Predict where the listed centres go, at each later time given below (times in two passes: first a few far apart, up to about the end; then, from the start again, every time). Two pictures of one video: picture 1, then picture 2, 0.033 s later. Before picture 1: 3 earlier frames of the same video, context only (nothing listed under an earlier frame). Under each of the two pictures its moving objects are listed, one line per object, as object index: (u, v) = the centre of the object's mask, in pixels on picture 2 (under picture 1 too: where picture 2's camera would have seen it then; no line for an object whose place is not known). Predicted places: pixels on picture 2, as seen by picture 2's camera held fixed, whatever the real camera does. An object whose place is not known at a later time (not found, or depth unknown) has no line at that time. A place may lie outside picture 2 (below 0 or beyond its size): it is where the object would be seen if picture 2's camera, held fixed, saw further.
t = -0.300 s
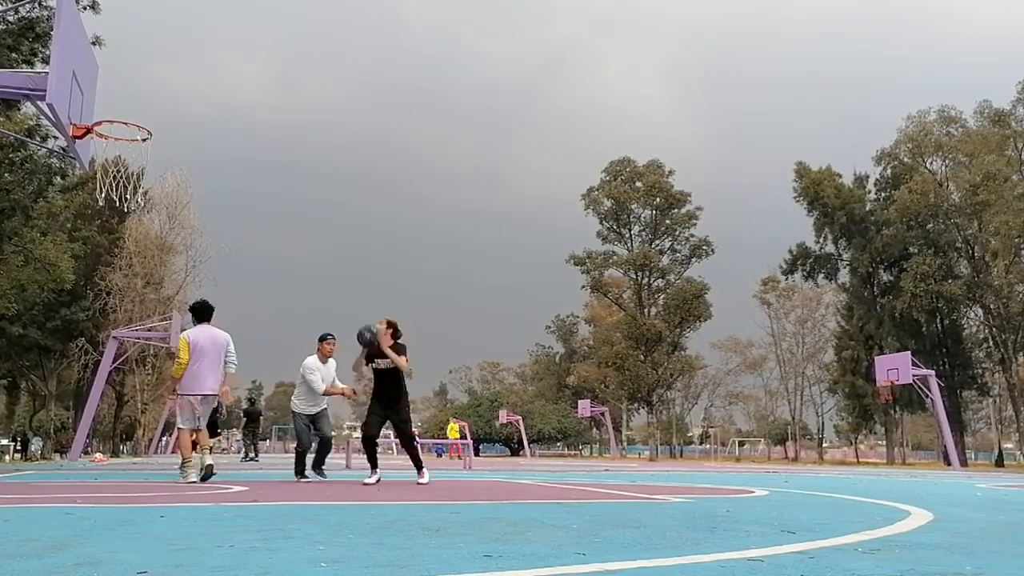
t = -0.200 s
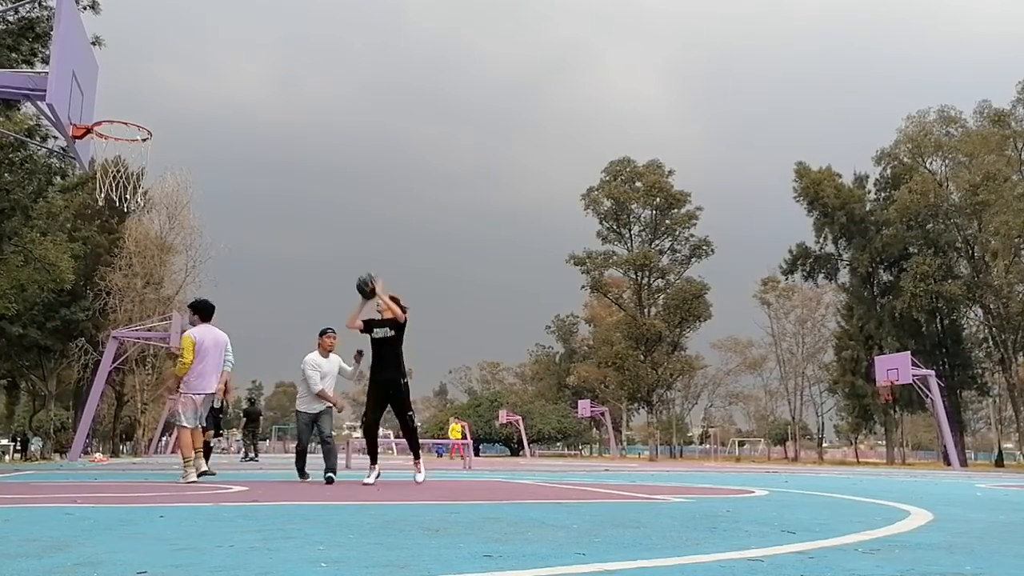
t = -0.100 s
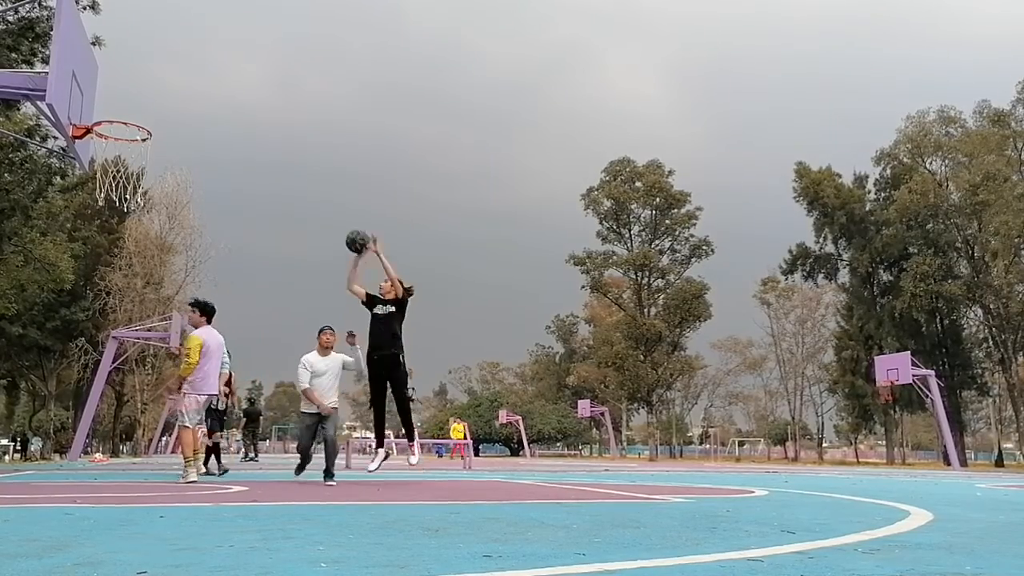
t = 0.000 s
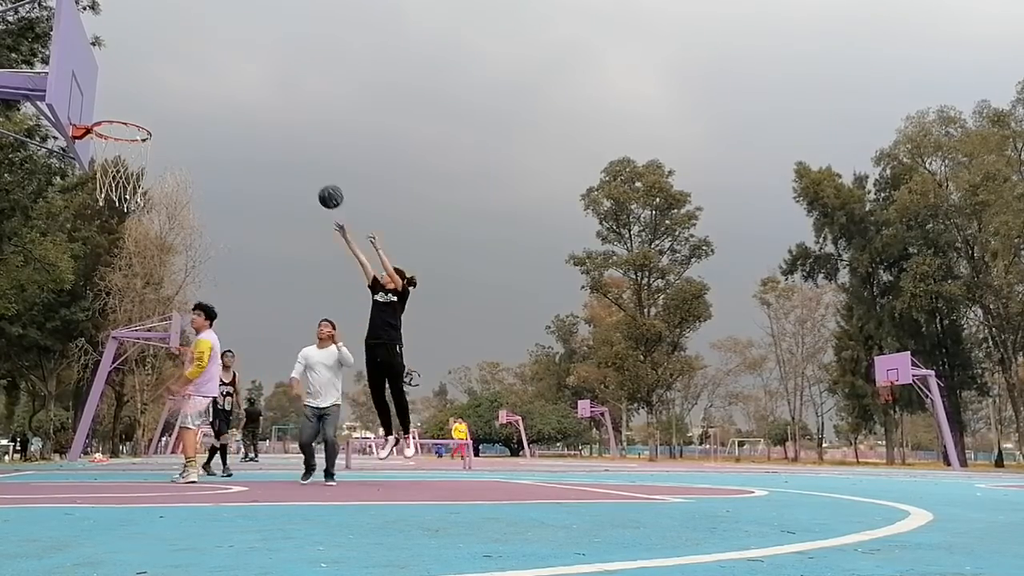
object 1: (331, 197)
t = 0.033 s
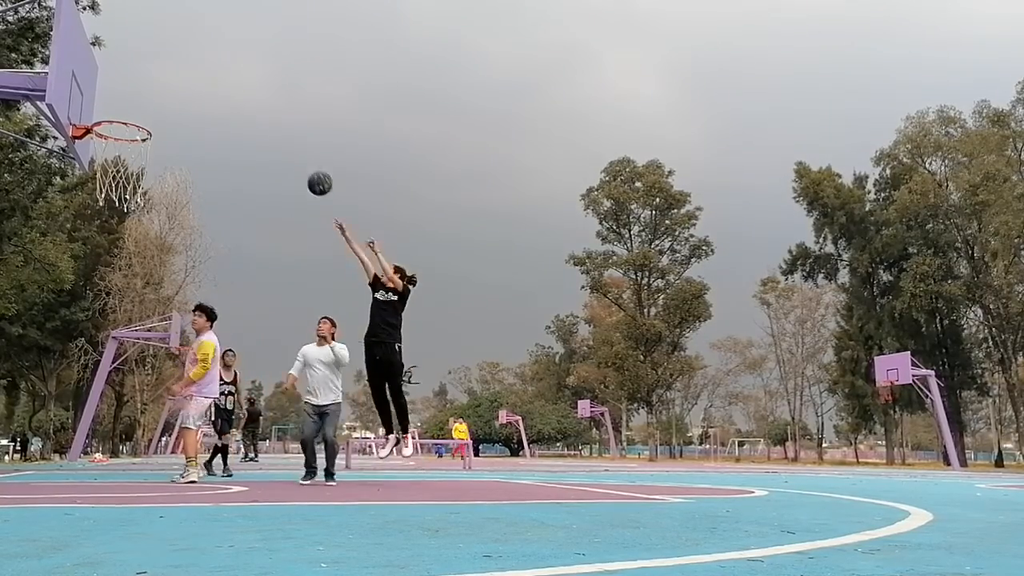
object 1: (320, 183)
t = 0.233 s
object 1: (252, 123)
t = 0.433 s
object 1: (177, 98)
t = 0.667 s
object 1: (93, 99)
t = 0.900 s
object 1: (116, 98)
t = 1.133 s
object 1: (135, 125)
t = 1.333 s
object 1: (142, 183)
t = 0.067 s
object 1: (309, 171)
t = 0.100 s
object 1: (298, 159)
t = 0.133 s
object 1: (286, 149)
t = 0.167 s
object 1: (275, 139)
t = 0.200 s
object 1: (264, 131)
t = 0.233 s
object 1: (252, 123)
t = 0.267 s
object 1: (240, 116)
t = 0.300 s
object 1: (227, 111)
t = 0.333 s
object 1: (215, 106)
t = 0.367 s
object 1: (203, 102)
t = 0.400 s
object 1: (190, 100)
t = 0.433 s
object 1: (177, 98)
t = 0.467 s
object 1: (163, 98)
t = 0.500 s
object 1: (149, 98)
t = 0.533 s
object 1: (136, 100)
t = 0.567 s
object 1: (121, 103)
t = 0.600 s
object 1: (107, 107)
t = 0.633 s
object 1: (99, 104)
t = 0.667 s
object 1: (93, 99)
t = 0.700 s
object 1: (86, 96)
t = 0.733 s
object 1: (89, 93)
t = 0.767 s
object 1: (95, 92)
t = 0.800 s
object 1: (100, 91)
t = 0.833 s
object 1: (105, 93)
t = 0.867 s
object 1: (111, 95)
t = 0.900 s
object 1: (116, 98)
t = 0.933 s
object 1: (121, 103)
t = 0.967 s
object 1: (126, 109)
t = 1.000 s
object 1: (128, 110)
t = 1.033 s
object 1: (130, 112)
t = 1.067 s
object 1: (132, 115)
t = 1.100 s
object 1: (133, 119)
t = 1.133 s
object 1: (135, 125)
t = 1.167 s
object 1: (136, 131)
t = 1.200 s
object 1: (138, 139)
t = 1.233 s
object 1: (139, 148)
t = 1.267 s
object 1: (140, 159)
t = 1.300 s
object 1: (142, 171)
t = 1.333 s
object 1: (142, 183)
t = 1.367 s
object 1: (144, 198)
